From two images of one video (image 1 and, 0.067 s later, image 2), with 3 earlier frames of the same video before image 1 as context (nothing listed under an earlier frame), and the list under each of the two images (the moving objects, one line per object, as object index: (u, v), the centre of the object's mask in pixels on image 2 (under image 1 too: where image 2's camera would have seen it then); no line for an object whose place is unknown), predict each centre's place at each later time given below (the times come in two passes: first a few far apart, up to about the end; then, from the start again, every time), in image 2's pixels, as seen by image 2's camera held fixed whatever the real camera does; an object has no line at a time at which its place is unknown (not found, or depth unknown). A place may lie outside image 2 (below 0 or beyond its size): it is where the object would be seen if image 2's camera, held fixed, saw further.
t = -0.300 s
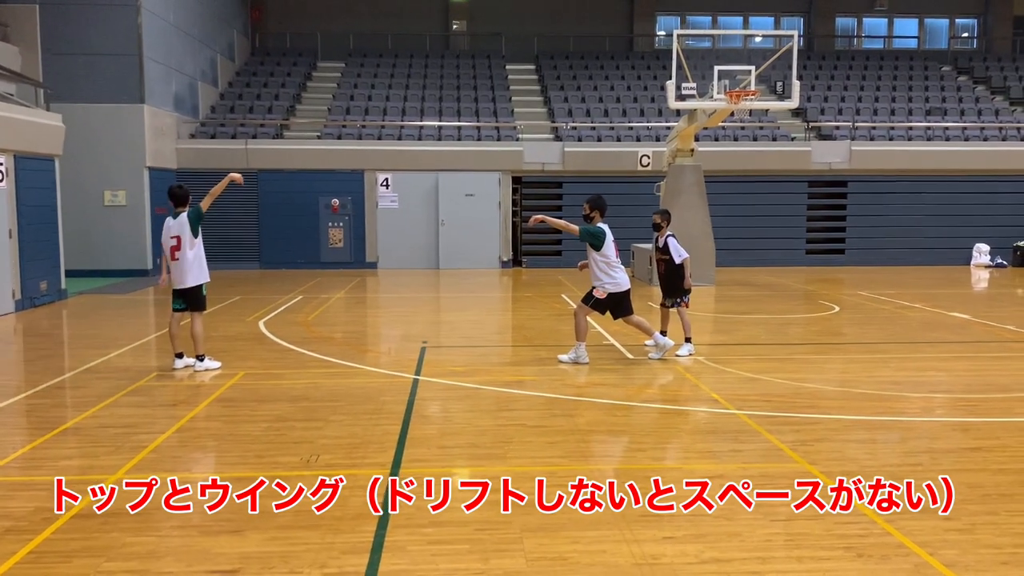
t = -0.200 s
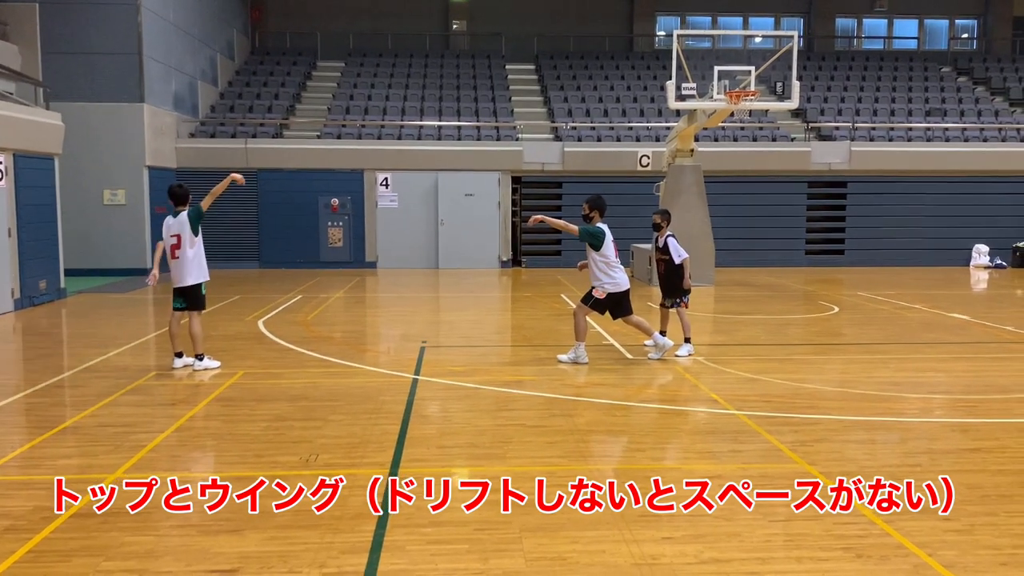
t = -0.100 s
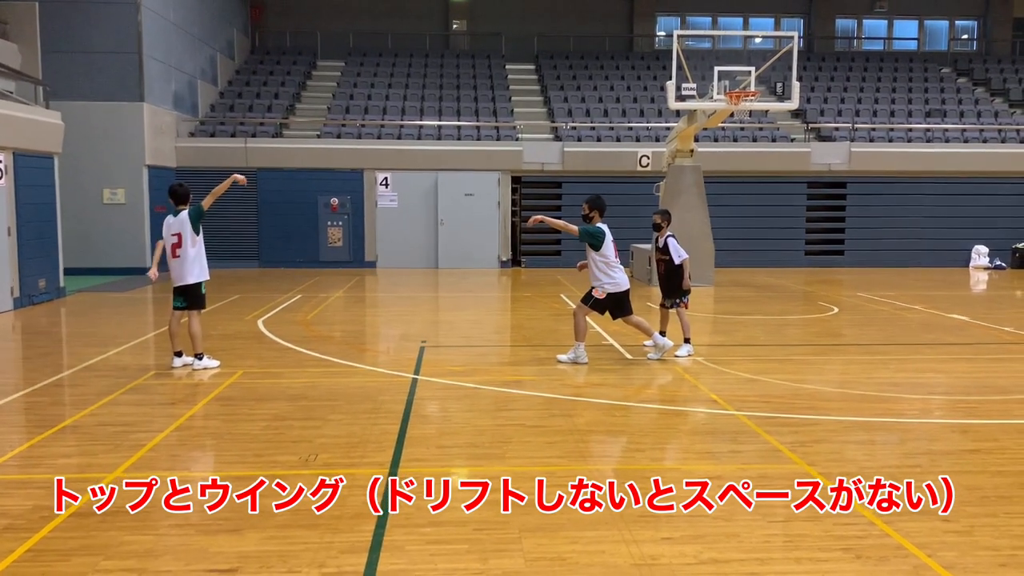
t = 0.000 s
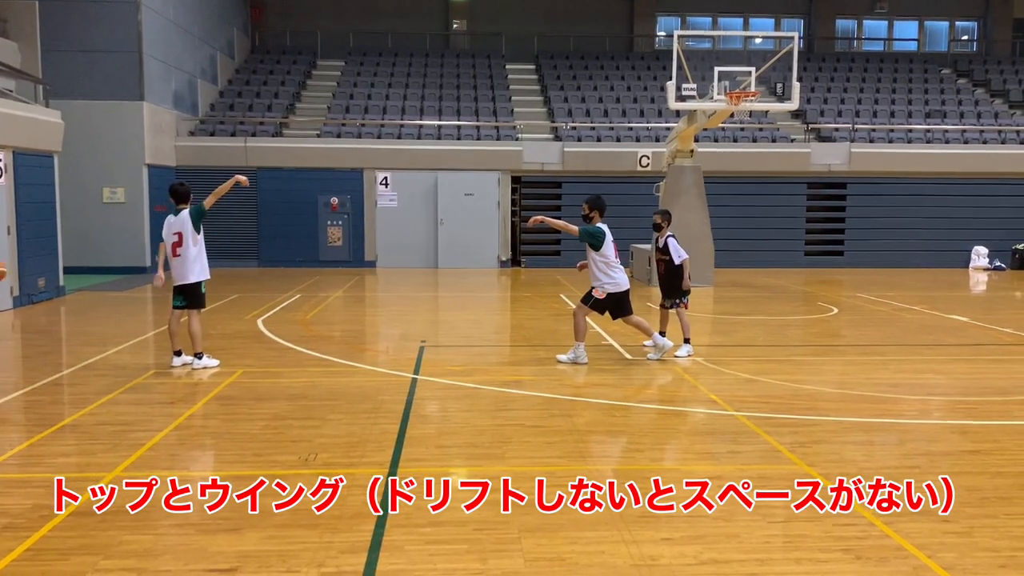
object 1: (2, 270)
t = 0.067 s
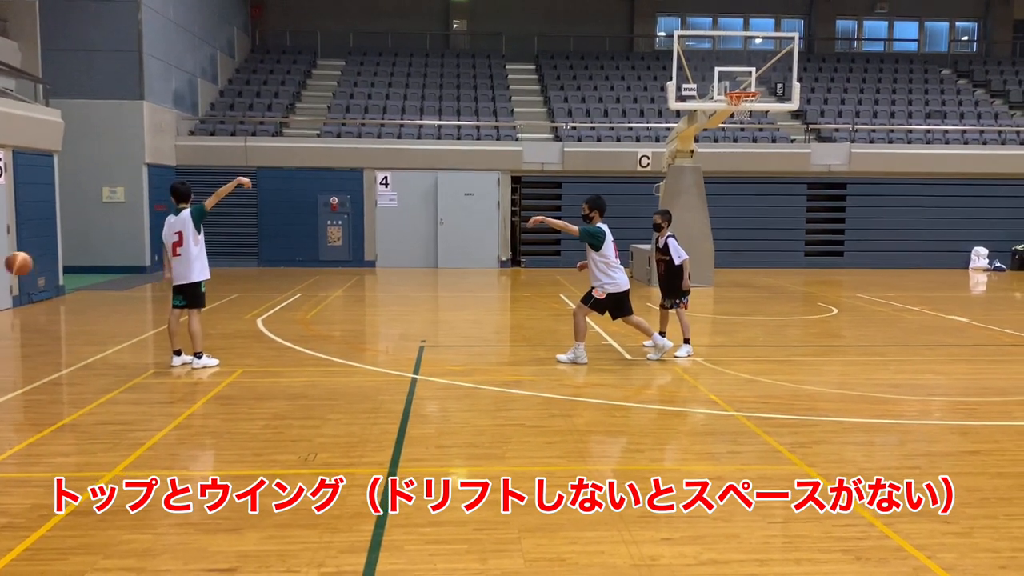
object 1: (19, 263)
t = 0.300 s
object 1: (105, 277)
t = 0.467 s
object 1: (165, 316)
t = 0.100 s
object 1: (31, 262)
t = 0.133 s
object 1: (44, 262)
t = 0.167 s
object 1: (56, 262)
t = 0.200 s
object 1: (69, 264)
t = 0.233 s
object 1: (82, 267)
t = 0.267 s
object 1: (93, 271)
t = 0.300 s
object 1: (105, 277)
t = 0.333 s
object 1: (118, 283)
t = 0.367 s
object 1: (129, 289)
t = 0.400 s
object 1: (142, 297)
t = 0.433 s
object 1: (154, 306)
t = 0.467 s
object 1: (165, 316)
